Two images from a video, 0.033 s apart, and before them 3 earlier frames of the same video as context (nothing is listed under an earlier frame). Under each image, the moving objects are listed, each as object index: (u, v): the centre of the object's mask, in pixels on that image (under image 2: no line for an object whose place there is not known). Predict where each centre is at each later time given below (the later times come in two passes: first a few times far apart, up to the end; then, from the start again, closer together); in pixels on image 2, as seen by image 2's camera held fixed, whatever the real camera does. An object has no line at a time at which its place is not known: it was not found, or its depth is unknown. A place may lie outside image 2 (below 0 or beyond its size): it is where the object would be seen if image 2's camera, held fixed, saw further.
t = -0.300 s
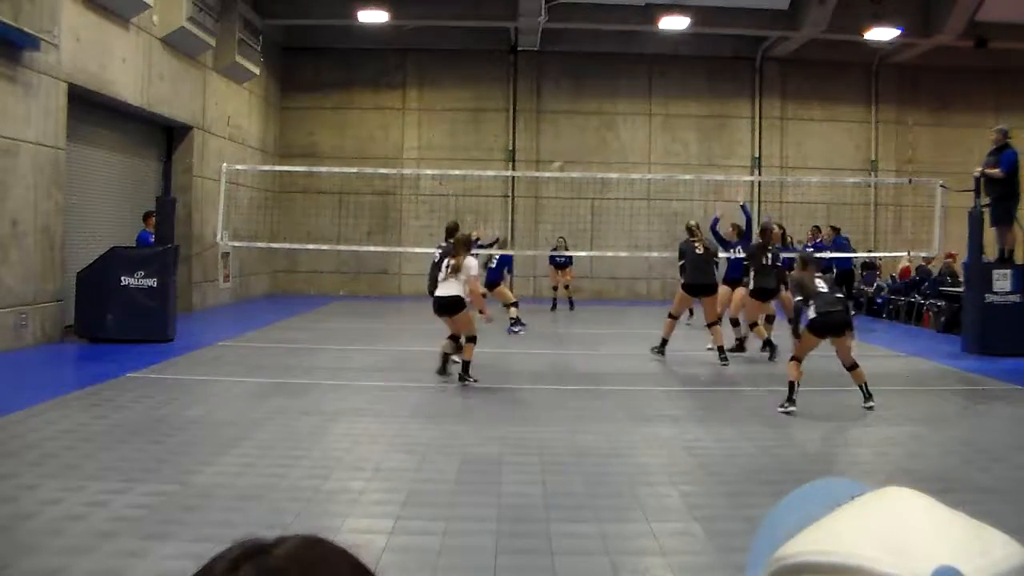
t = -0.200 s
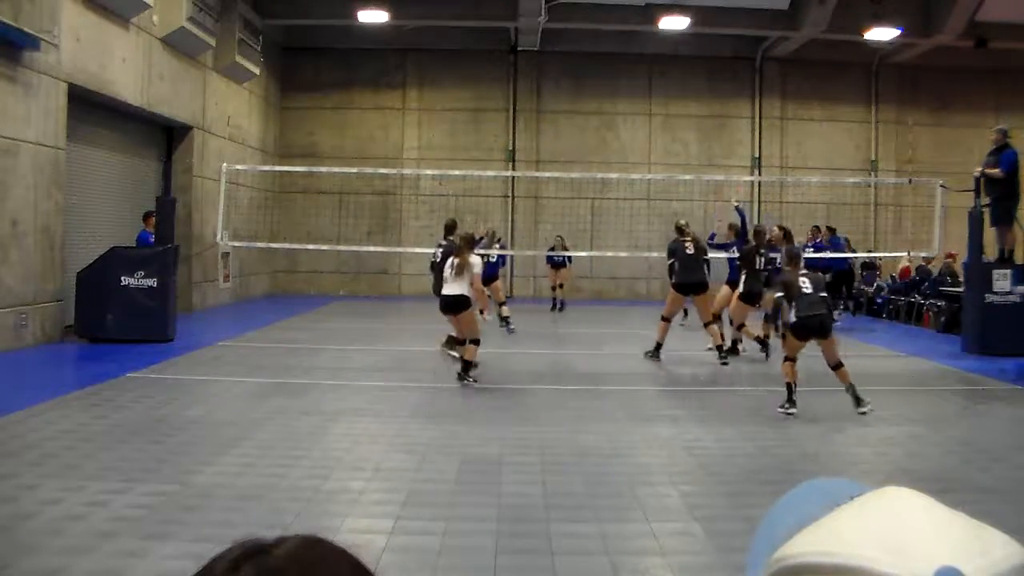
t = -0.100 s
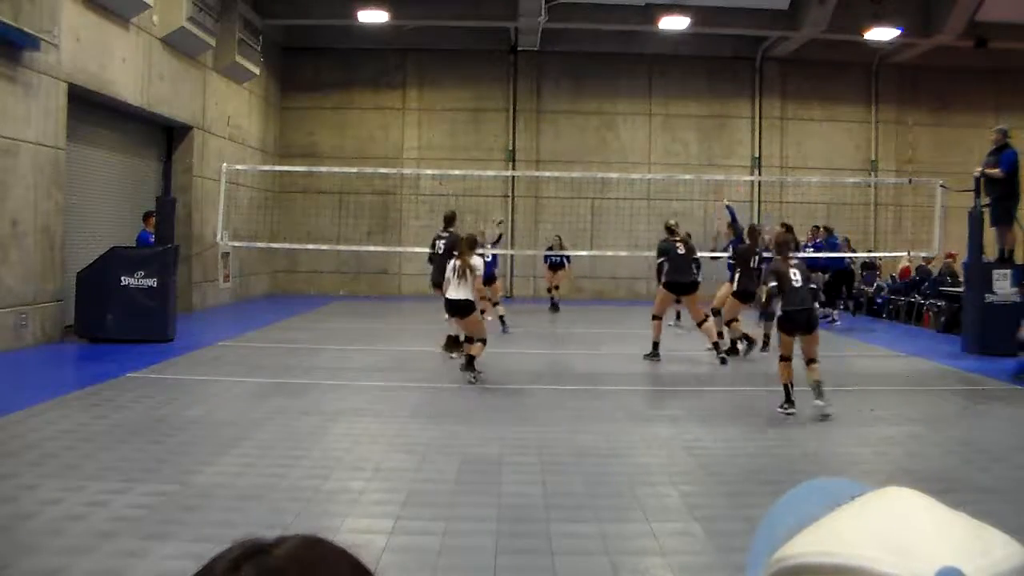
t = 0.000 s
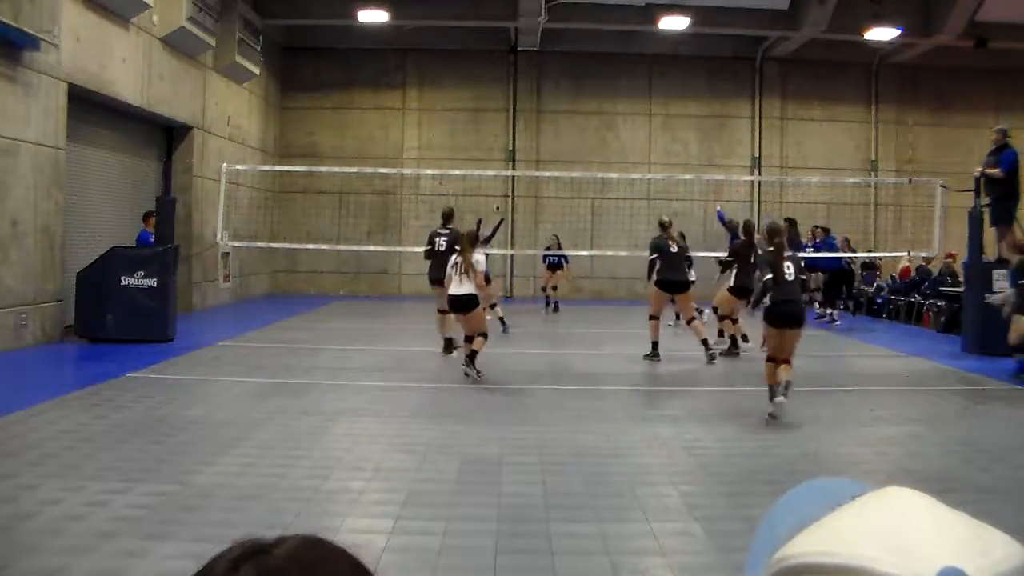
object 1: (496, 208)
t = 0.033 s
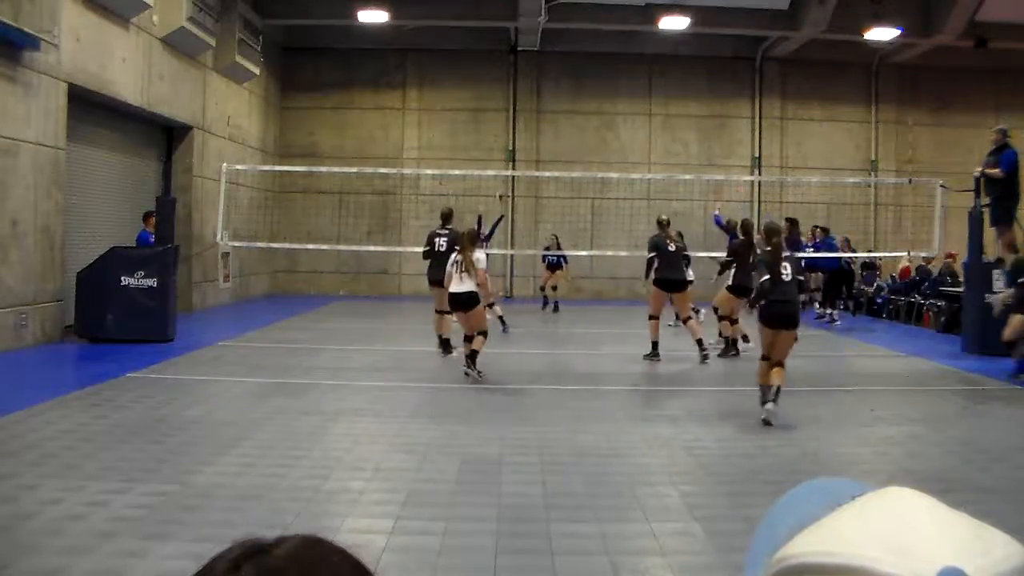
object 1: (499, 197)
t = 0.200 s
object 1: (517, 147)
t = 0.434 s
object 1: (542, 104)
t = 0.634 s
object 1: (562, 93)
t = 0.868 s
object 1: (583, 110)
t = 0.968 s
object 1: (595, 130)
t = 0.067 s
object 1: (504, 187)
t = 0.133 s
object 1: (510, 163)
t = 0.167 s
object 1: (512, 155)
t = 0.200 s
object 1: (517, 147)
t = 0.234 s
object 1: (520, 138)
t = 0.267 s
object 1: (525, 130)
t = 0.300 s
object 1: (527, 124)
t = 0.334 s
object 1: (531, 118)
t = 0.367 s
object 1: (535, 113)
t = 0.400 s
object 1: (537, 108)
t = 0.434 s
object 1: (542, 104)
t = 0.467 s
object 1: (544, 101)
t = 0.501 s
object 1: (548, 97)
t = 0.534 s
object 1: (551, 95)
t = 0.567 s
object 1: (555, 94)
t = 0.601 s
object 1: (558, 93)
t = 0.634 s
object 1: (562, 93)
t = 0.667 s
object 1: (564, 94)
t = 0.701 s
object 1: (568, 95)
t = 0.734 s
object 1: (571, 97)
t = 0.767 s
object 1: (575, 99)
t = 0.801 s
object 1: (578, 103)
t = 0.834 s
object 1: (581, 107)
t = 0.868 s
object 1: (583, 110)
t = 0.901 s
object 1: (588, 116)
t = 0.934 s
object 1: (591, 122)
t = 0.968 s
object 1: (595, 130)
